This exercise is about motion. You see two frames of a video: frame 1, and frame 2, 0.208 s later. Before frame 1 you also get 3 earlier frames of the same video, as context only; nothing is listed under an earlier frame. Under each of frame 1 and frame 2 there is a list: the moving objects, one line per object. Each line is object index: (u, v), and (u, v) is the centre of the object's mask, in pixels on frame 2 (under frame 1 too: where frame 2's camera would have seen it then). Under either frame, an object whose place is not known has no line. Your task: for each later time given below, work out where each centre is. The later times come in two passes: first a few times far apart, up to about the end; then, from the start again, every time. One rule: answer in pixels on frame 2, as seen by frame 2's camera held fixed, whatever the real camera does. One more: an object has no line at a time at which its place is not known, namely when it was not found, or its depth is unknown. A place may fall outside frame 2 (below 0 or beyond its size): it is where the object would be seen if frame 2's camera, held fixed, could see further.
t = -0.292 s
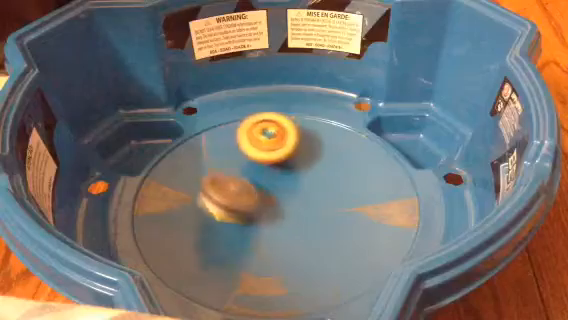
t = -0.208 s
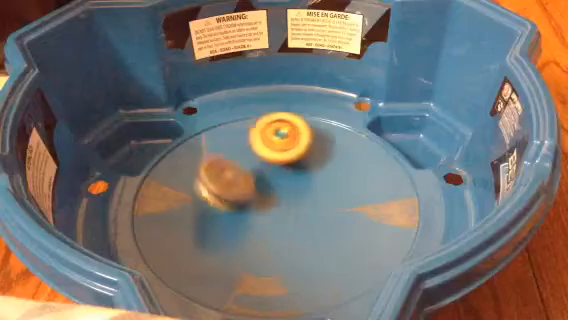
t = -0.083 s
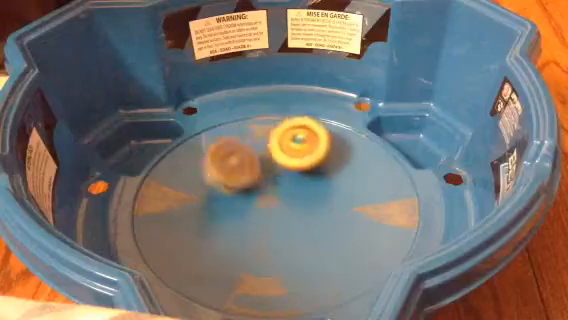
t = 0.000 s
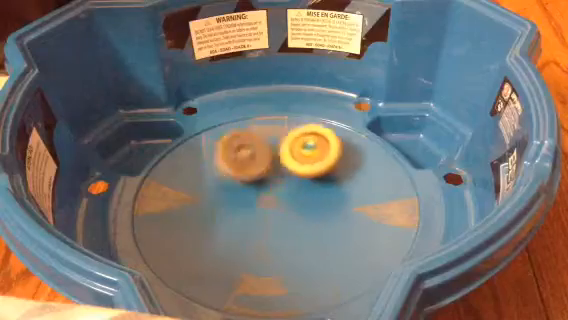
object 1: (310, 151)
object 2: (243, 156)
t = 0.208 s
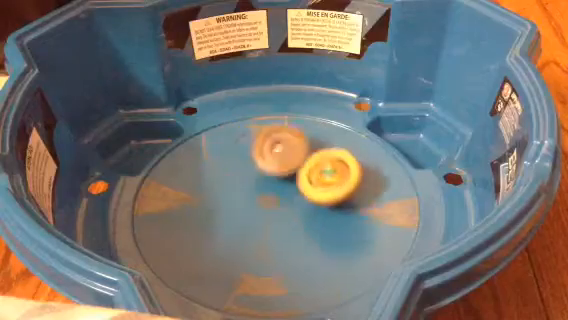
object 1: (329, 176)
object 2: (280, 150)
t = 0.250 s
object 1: (334, 184)
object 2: (284, 150)
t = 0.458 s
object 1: (339, 220)
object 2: (304, 169)
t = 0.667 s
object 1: (312, 239)
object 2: (291, 196)
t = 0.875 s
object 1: (267, 262)
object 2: (258, 173)
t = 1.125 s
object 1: (212, 242)
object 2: (234, 154)
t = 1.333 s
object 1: (196, 199)
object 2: (245, 145)
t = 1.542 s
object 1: (208, 162)
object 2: (269, 155)
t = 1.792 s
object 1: (237, 132)
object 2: (287, 192)
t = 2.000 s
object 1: (281, 128)
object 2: (252, 200)
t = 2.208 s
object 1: (322, 144)
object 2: (236, 180)
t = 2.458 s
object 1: (341, 184)
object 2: (255, 169)
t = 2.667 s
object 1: (321, 221)
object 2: (276, 177)
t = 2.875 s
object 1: (274, 244)
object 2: (275, 191)
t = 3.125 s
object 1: (215, 241)
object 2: (266, 176)
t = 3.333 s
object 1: (194, 207)
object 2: (269, 166)
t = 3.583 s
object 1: (216, 165)
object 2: (283, 171)
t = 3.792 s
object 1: (248, 144)
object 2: (298, 189)
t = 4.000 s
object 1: (293, 143)
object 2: (279, 198)
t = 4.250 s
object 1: (331, 168)
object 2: (265, 183)
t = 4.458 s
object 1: (327, 202)
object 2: (278, 173)
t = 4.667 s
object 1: (288, 228)
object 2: (291, 179)
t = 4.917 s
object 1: (226, 222)
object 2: (286, 186)
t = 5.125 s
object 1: (203, 193)
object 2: (279, 182)
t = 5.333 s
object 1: (220, 164)
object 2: (283, 177)
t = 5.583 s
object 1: (263, 146)
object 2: (301, 197)
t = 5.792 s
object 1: (302, 155)
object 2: (281, 207)
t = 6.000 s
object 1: (329, 180)
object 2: (261, 187)
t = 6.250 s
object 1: (314, 216)
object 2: (271, 178)
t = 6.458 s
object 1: (268, 230)
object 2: (284, 182)
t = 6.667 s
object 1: (233, 214)
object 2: (288, 189)
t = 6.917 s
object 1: (228, 180)
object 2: (310, 190)
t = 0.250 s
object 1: (334, 184)
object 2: (284, 150)
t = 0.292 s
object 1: (337, 193)
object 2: (289, 152)
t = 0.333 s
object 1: (340, 200)
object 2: (295, 154)
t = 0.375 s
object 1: (341, 207)
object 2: (300, 159)
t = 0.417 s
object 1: (340, 214)
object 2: (301, 164)
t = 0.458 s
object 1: (339, 220)
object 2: (304, 169)
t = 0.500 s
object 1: (336, 226)
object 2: (304, 173)
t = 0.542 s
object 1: (331, 231)
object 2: (303, 179)
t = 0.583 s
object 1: (327, 235)
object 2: (300, 186)
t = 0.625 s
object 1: (320, 237)
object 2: (297, 190)
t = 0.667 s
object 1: (312, 239)
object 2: (291, 196)
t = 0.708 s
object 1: (304, 244)
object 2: (282, 197)
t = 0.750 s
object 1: (294, 252)
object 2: (281, 186)
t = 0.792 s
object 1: (286, 257)
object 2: (272, 182)
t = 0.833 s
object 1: (277, 260)
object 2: (264, 175)
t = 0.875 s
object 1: (267, 262)
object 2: (258, 173)
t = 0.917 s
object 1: (258, 262)
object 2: (251, 172)
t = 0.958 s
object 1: (247, 261)
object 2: (247, 169)
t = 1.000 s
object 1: (237, 258)
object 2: (241, 164)
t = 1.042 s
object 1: (228, 254)
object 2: (238, 162)
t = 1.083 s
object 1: (220, 248)
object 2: (235, 157)
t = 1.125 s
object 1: (212, 242)
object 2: (234, 154)
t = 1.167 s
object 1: (206, 233)
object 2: (234, 151)
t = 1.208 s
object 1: (201, 225)
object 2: (234, 150)
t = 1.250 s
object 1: (198, 217)
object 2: (238, 147)
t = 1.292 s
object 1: (196, 208)
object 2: (241, 146)
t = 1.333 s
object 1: (196, 199)
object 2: (245, 145)
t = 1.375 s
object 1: (197, 192)
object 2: (249, 146)
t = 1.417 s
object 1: (199, 184)
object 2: (255, 148)
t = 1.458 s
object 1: (202, 177)
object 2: (261, 150)
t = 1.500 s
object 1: (206, 170)
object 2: (265, 153)
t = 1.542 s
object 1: (208, 162)
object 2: (269, 155)
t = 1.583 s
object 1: (209, 155)
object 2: (279, 161)
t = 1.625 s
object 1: (212, 149)
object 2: (290, 165)
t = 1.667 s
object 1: (218, 144)
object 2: (294, 171)
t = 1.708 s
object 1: (223, 139)
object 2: (293, 176)
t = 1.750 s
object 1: (230, 135)
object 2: (293, 185)
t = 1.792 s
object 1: (237, 132)
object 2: (287, 192)
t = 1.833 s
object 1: (245, 129)
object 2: (283, 195)
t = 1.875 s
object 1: (254, 127)
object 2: (275, 198)
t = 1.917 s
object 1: (263, 127)
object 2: (268, 200)
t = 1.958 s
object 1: (272, 127)
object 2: (260, 200)
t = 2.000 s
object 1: (281, 128)
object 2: (252, 200)
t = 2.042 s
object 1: (290, 130)
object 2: (248, 198)
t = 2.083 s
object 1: (298, 132)
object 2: (243, 194)
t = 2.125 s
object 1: (307, 135)
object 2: (239, 191)
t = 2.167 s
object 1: (315, 140)
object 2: (236, 187)
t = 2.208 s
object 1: (322, 144)
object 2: (236, 180)
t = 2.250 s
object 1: (328, 149)
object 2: (237, 177)
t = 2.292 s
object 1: (333, 156)
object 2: (237, 176)
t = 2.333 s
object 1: (337, 162)
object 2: (241, 172)
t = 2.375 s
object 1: (340, 169)
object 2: (246, 169)
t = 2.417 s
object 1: (341, 176)
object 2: (250, 168)
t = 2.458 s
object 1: (341, 184)
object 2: (255, 169)
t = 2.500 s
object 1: (340, 192)
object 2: (260, 169)
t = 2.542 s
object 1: (337, 200)
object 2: (265, 170)
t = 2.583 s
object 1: (333, 207)
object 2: (269, 172)
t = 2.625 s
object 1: (328, 214)
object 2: (274, 175)
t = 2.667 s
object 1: (321, 221)
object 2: (276, 177)
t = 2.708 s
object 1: (314, 226)
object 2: (279, 182)
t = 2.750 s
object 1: (305, 231)
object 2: (279, 185)
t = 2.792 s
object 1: (296, 235)
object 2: (277, 190)
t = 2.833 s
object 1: (285, 238)
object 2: (276, 193)
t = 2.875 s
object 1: (274, 244)
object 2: (275, 191)
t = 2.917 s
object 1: (263, 247)
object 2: (275, 187)
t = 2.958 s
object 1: (252, 249)
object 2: (274, 183)
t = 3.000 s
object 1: (241, 250)
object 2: (275, 182)
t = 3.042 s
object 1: (232, 249)
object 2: (270, 180)
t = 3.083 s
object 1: (223, 246)
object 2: (268, 178)
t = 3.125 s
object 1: (215, 241)
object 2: (266, 176)
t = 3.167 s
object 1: (208, 235)
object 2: (266, 173)
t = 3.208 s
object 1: (202, 229)
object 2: (265, 170)
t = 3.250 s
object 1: (198, 222)
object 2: (266, 168)
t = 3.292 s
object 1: (195, 215)
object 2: (267, 166)
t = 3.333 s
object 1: (194, 207)
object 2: (269, 166)
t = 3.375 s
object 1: (195, 199)
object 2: (271, 165)
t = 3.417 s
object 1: (198, 192)
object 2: (273, 165)
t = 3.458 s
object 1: (201, 184)
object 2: (275, 165)
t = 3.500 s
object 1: (205, 178)
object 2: (277, 166)
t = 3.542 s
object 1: (211, 171)
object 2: (278, 168)
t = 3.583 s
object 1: (216, 165)
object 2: (283, 171)
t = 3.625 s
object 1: (218, 159)
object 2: (293, 175)
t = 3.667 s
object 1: (224, 153)
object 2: (299, 180)
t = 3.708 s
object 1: (232, 149)
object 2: (300, 184)
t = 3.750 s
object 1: (240, 146)
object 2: (299, 186)
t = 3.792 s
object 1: (248, 144)
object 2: (298, 189)
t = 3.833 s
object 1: (257, 142)
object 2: (295, 191)
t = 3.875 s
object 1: (266, 141)
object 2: (291, 194)
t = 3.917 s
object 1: (275, 140)
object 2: (287, 196)
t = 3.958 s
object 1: (284, 141)
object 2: (283, 196)
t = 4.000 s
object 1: (293, 143)
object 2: (279, 198)
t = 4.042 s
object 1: (302, 145)
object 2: (274, 196)
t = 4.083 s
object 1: (309, 148)
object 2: (270, 194)
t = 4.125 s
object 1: (317, 153)
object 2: (267, 193)
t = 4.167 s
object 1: (322, 157)
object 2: (265, 189)
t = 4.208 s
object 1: (327, 162)
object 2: (264, 186)
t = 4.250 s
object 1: (331, 168)
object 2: (265, 183)
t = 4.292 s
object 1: (333, 175)
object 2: (266, 181)
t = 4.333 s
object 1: (334, 182)
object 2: (269, 177)
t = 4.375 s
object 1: (333, 189)
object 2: (271, 175)
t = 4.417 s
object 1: (331, 196)
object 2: (274, 174)
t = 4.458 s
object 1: (327, 202)
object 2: (278, 173)
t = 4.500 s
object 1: (321, 209)
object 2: (281, 173)
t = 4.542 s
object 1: (315, 216)
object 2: (284, 173)
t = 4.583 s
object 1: (306, 221)
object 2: (287, 174)
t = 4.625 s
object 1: (297, 225)
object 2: (287, 175)
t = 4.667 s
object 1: (288, 228)
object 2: (291, 179)
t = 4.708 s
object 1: (278, 230)
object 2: (290, 182)
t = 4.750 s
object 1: (268, 230)
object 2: (294, 188)
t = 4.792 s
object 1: (257, 230)
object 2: (291, 191)
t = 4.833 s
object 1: (247, 228)
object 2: (288, 193)
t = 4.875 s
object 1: (236, 226)
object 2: (285, 188)
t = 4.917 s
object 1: (226, 222)
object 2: (286, 186)
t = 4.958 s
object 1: (218, 217)
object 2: (284, 186)
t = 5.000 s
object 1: (212, 212)
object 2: (281, 185)
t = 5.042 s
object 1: (207, 206)
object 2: (280, 183)
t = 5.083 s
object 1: (204, 199)
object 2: (279, 183)
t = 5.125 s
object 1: (203, 193)
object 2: (279, 182)
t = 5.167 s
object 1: (204, 186)
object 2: (278, 181)
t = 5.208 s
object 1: (206, 180)
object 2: (279, 179)
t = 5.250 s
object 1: (209, 175)
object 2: (279, 178)
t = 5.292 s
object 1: (215, 169)
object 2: (280, 176)
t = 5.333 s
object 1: (220, 164)
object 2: (283, 177)
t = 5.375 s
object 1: (226, 159)
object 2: (287, 178)
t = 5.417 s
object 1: (233, 155)
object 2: (289, 179)
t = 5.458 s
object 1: (240, 150)
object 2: (295, 184)
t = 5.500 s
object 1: (247, 148)
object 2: (298, 189)
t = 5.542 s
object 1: (255, 146)
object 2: (301, 194)
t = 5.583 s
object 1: (263, 146)
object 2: (301, 197)
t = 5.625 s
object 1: (272, 146)
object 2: (299, 200)
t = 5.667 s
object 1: (280, 147)
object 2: (296, 204)
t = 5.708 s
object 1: (288, 149)
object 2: (291, 206)
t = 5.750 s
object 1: (295, 151)
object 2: (286, 207)
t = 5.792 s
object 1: (302, 155)
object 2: (281, 207)
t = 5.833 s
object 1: (308, 160)
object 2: (277, 204)
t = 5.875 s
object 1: (314, 164)
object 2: (272, 200)
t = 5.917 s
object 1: (320, 170)
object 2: (268, 196)
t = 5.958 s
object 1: (325, 175)
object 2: (264, 192)
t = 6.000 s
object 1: (329, 180)
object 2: (261, 187)
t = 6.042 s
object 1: (330, 186)
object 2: (261, 185)
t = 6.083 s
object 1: (330, 192)
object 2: (265, 180)
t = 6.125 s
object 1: (329, 198)
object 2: (268, 179)
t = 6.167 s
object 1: (326, 205)
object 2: (269, 176)
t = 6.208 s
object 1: (321, 211)
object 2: (270, 176)
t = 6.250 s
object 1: (314, 216)
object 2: (271, 178)
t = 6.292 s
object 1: (306, 220)
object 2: (272, 178)
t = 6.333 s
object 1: (297, 223)
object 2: (273, 178)
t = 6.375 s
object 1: (288, 225)
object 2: (275, 179)
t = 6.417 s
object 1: (277, 228)
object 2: (278, 182)
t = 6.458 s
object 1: (268, 230)
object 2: (284, 182)
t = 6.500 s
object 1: (258, 230)
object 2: (285, 184)
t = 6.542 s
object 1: (249, 228)
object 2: (287, 187)
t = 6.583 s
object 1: (243, 225)
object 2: (287, 189)
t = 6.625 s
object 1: (238, 220)
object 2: (285, 189)
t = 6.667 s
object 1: (233, 214)
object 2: (288, 189)
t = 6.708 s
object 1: (231, 208)
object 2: (289, 189)
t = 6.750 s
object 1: (231, 202)
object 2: (289, 188)
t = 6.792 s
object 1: (231, 196)
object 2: (290, 187)
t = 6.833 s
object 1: (226, 189)
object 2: (299, 188)
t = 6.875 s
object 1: (226, 184)
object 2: (305, 190)
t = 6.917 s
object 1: (228, 180)
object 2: (310, 190)
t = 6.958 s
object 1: (235, 177)
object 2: (311, 191)
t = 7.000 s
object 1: (241, 176)
